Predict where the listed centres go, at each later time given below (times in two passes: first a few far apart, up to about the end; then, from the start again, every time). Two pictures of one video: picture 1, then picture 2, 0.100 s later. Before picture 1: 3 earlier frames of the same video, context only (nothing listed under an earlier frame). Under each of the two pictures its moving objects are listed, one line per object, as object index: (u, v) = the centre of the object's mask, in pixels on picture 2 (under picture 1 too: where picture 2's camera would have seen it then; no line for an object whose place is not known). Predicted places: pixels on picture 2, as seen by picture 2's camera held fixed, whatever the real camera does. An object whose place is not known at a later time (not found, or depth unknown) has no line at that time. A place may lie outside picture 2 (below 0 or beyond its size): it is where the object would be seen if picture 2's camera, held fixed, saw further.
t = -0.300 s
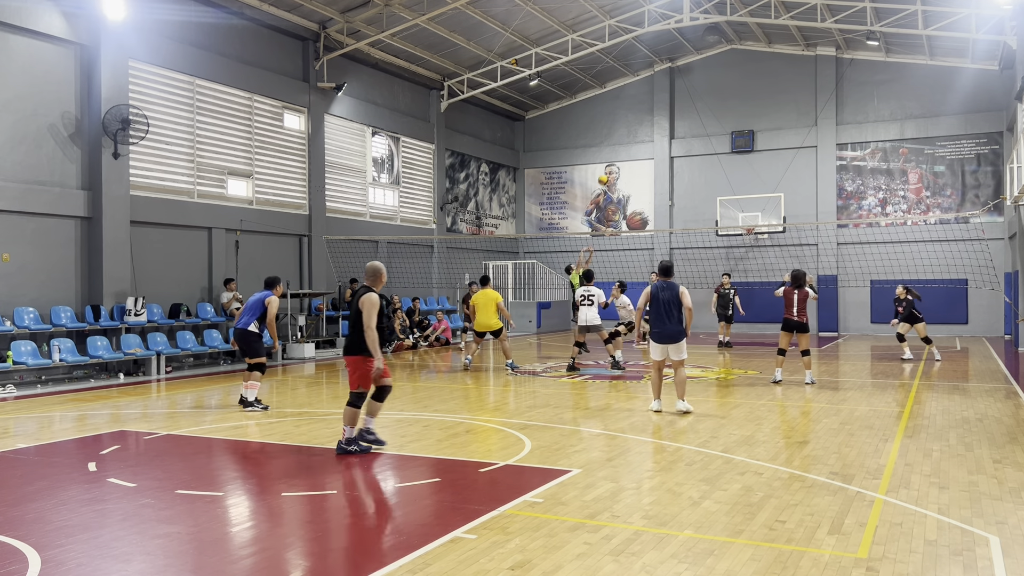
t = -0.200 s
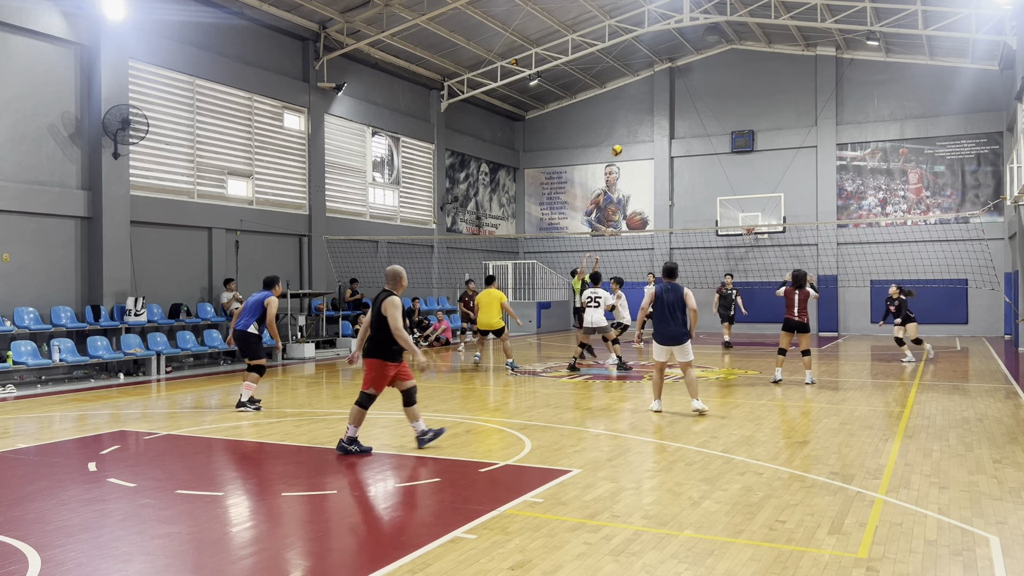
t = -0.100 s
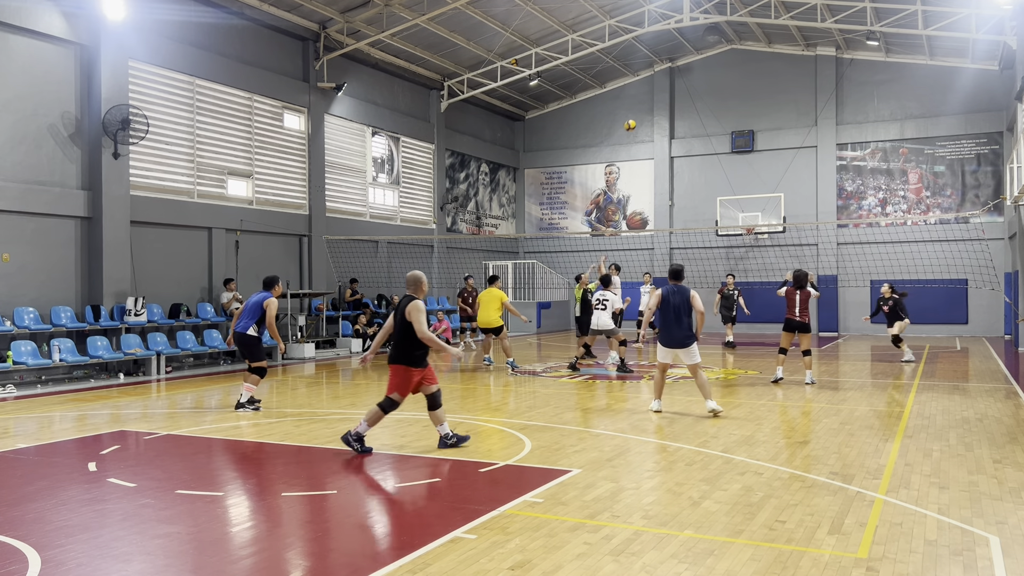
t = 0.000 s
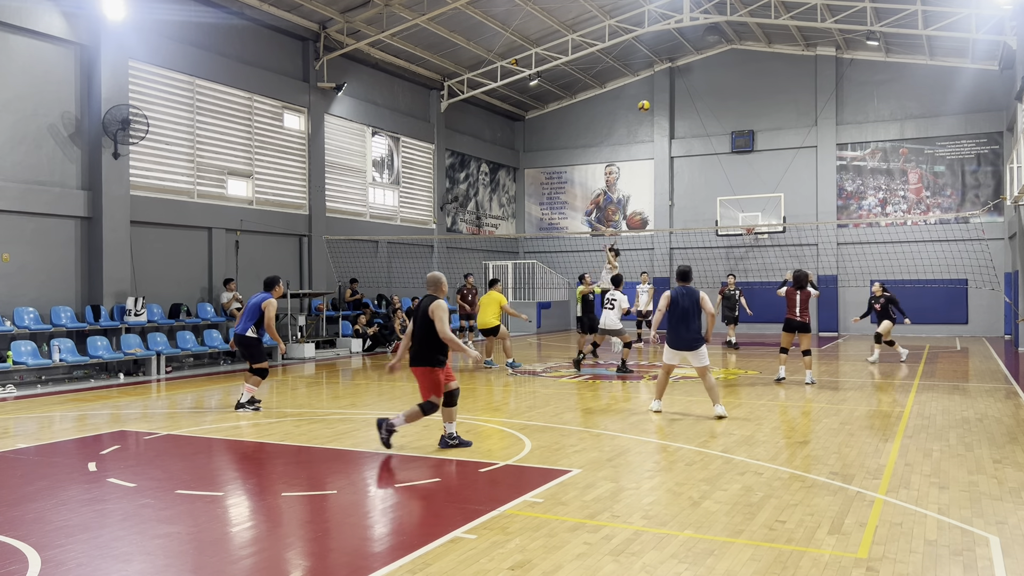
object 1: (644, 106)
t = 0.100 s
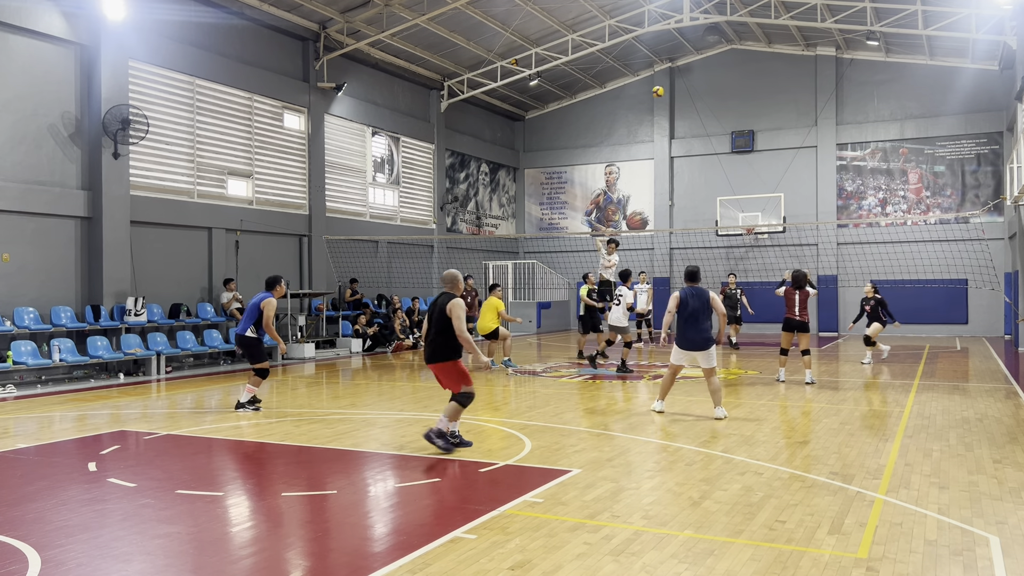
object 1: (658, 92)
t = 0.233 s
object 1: (676, 81)
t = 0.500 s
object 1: (714, 89)
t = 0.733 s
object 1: (748, 128)
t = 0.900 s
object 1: (771, 175)
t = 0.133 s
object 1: (663, 88)
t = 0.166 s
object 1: (667, 85)
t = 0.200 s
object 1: (672, 83)
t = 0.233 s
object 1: (676, 81)
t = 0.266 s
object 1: (681, 80)
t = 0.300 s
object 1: (686, 79)
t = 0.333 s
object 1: (690, 79)
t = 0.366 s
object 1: (695, 80)
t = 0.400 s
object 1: (700, 81)
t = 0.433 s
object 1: (705, 83)
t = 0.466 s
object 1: (709, 86)
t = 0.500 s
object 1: (714, 89)
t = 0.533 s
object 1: (719, 92)
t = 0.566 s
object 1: (723, 97)
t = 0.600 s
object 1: (728, 102)
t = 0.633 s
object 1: (733, 107)
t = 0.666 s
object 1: (738, 114)
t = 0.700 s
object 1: (742, 120)
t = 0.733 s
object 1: (748, 128)
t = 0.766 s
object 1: (752, 136)
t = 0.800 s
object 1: (757, 145)
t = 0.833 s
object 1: (761, 154)
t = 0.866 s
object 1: (766, 165)
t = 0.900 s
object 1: (771, 175)
